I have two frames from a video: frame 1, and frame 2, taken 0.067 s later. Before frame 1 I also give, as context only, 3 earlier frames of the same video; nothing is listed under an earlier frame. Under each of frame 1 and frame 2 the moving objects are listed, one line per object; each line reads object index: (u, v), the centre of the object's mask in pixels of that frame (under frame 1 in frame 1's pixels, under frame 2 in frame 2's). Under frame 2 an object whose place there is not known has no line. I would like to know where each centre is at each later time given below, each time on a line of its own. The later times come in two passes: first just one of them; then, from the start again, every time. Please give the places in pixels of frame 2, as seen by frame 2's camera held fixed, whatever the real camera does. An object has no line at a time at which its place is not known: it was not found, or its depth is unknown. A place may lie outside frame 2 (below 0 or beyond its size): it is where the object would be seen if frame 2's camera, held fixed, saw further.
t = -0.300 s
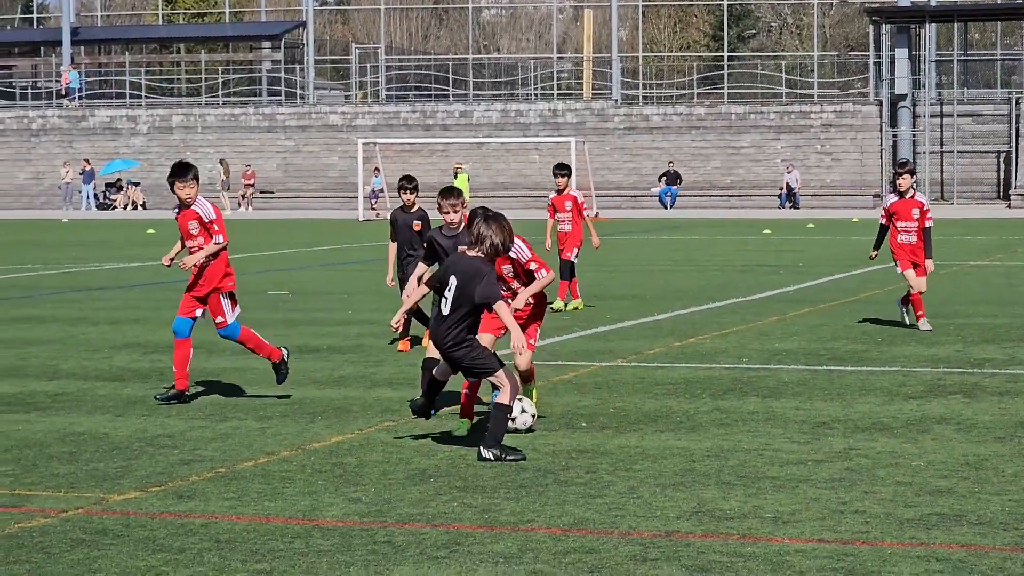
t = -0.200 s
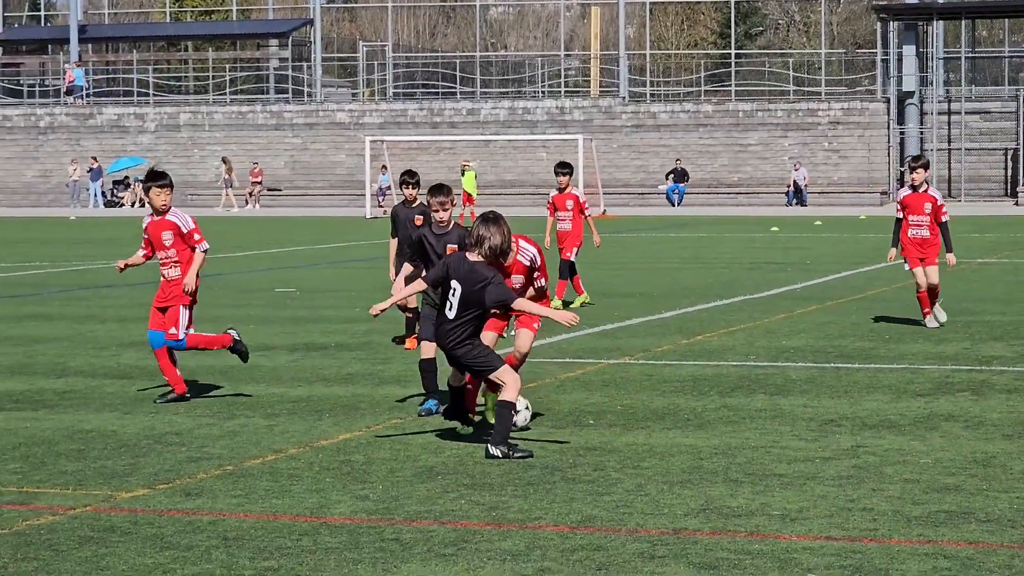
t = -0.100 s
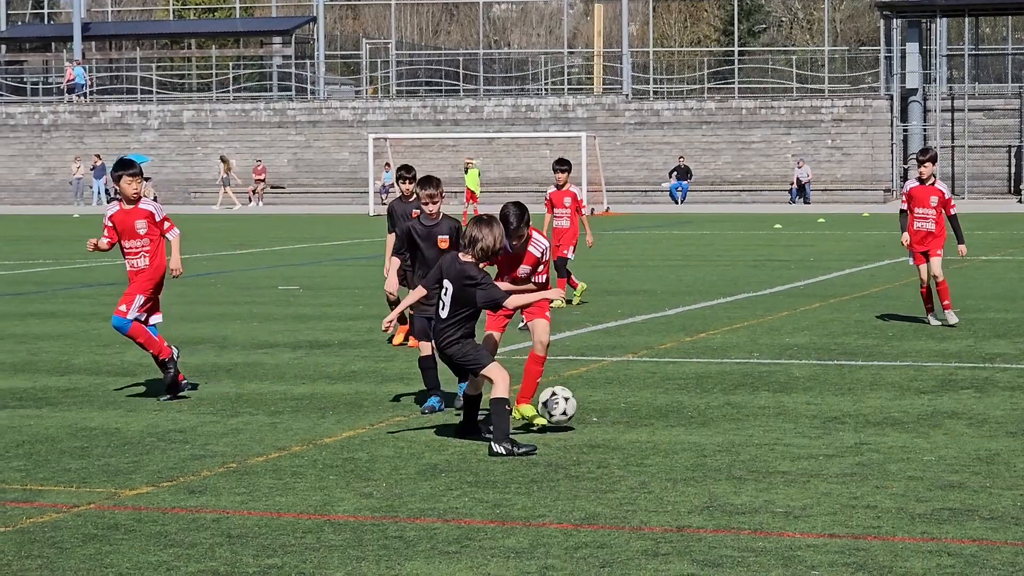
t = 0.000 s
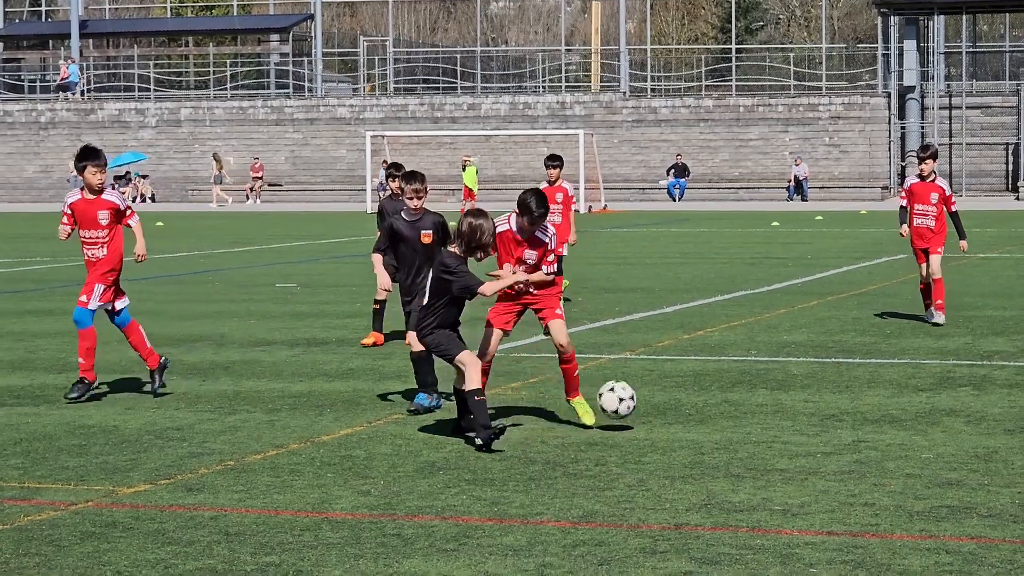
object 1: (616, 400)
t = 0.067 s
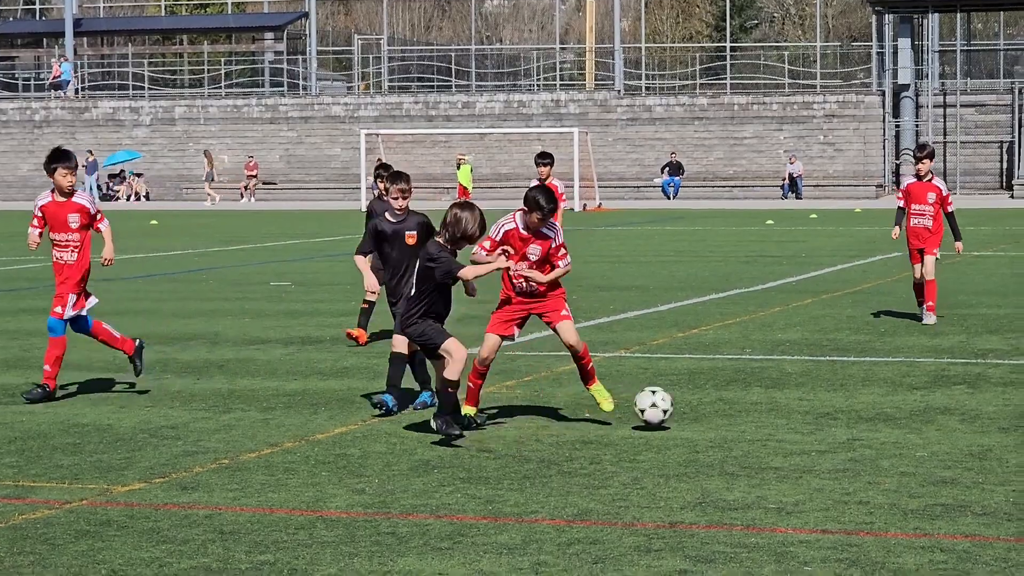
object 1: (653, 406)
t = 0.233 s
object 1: (731, 410)
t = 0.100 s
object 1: (674, 413)
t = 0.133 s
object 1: (689, 411)
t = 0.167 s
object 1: (703, 409)
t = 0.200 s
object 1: (717, 409)
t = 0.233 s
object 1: (731, 410)
